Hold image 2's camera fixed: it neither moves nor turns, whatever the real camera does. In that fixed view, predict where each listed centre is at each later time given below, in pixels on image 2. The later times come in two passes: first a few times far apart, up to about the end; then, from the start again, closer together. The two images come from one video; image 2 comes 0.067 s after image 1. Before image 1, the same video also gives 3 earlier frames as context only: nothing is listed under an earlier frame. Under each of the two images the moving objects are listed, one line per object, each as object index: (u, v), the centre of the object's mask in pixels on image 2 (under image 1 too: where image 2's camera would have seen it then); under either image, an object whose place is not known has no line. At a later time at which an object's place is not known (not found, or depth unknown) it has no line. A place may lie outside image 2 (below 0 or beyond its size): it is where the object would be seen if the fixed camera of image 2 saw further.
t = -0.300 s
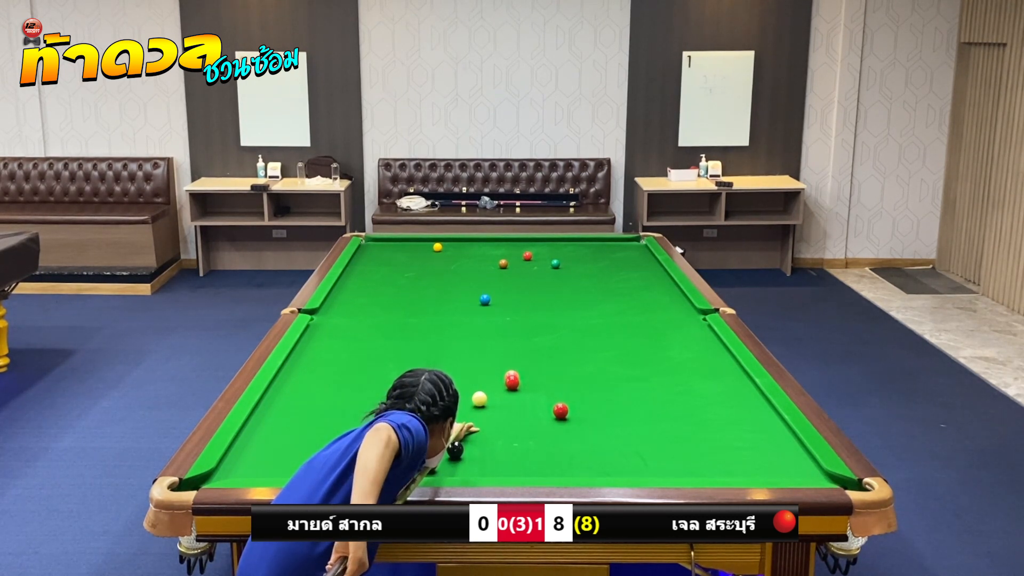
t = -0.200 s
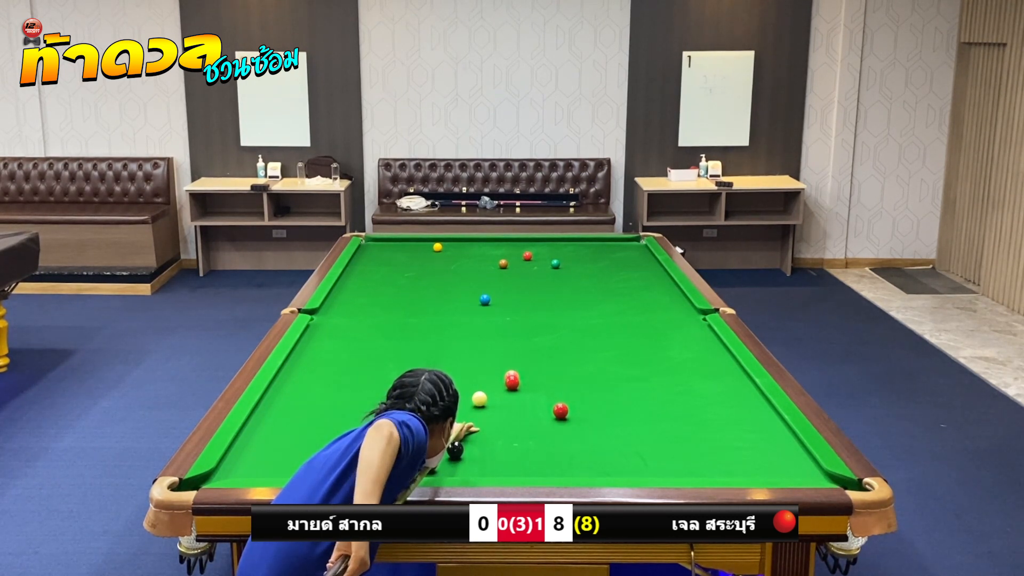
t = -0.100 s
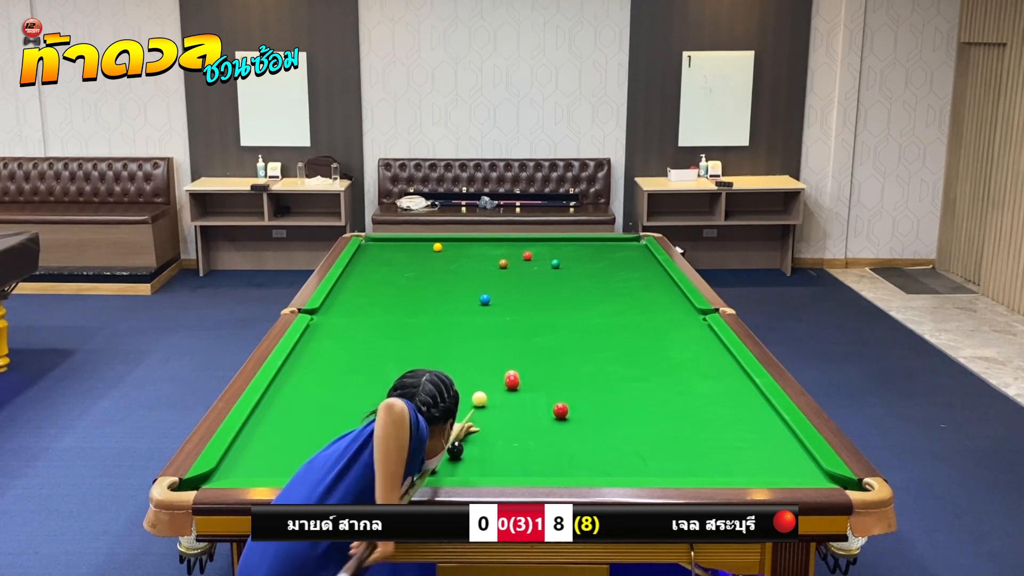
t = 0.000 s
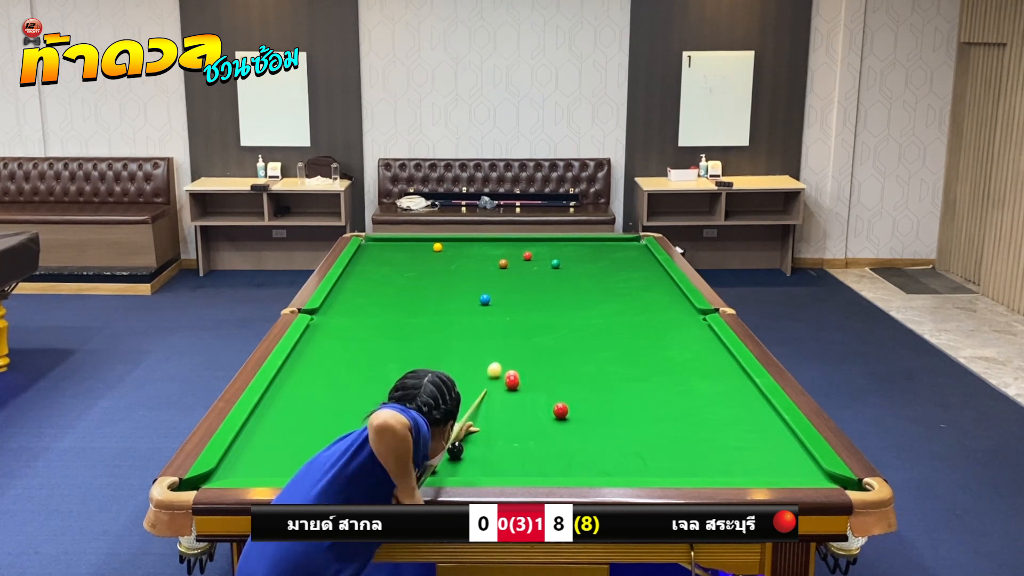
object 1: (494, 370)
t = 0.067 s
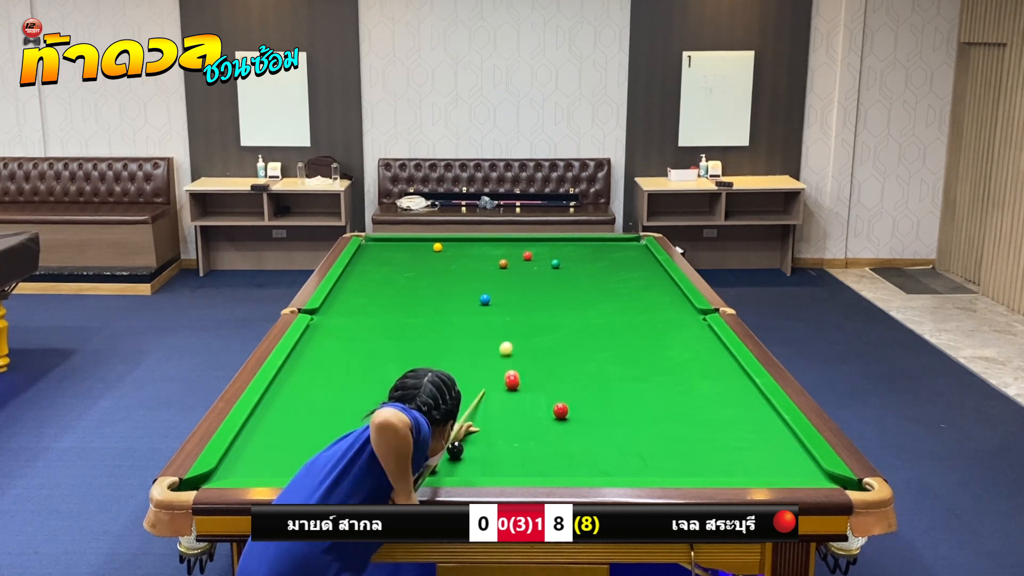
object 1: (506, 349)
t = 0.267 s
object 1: (531, 301)
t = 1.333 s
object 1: (447, 250)
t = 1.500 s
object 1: (436, 249)
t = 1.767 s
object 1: (421, 249)
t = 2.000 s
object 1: (409, 249)
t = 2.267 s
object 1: (396, 250)
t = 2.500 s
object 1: (386, 250)
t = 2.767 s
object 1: (375, 250)
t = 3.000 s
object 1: (367, 250)
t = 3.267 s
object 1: (360, 250)
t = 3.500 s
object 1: (364, 251)
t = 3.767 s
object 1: (367, 251)
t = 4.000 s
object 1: (370, 251)
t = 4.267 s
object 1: (372, 252)
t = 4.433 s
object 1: (372, 252)
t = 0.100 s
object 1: (511, 339)
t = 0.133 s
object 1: (516, 330)
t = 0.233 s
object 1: (528, 308)
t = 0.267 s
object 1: (531, 301)
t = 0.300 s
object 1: (535, 295)
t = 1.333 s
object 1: (447, 250)
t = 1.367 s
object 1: (444, 249)
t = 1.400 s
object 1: (441, 249)
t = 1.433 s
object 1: (440, 249)
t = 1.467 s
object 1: (438, 249)
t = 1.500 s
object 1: (436, 249)
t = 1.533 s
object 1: (434, 249)
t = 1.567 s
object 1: (433, 249)
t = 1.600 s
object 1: (430, 249)
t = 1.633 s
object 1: (429, 249)
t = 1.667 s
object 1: (427, 249)
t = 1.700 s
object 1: (425, 249)
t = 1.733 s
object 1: (423, 249)
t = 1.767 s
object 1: (421, 249)
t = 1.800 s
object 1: (419, 249)
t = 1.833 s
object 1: (418, 249)
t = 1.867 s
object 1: (416, 249)
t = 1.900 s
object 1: (414, 249)
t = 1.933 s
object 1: (413, 249)
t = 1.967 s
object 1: (411, 249)
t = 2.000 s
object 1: (409, 249)
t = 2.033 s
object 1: (408, 249)
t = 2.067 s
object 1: (406, 249)
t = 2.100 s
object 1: (404, 249)
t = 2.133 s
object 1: (403, 249)
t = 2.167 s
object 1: (401, 249)
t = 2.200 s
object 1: (400, 250)
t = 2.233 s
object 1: (398, 249)
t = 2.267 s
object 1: (396, 250)
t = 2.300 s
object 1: (395, 250)
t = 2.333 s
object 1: (393, 250)
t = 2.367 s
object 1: (392, 250)
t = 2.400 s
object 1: (390, 250)
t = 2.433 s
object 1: (389, 250)
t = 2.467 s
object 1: (387, 250)
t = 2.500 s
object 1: (386, 250)
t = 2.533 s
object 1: (385, 250)
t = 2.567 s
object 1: (383, 250)
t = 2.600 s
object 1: (382, 250)
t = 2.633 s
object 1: (381, 250)
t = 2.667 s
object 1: (379, 250)
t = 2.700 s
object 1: (378, 250)
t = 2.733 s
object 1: (376, 250)
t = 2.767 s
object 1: (375, 250)
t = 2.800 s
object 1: (374, 250)
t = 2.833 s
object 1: (373, 250)
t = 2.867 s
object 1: (371, 250)
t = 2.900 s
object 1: (371, 250)
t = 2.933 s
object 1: (369, 250)
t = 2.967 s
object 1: (368, 250)
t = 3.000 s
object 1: (367, 250)
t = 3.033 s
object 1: (366, 250)
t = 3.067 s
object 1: (365, 250)
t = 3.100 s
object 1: (363, 250)
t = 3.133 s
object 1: (362, 250)
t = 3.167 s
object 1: (361, 250)
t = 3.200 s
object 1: (360, 250)
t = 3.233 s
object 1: (360, 250)
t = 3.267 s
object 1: (360, 250)
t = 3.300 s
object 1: (361, 250)
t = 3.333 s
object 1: (361, 250)
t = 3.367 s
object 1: (362, 251)
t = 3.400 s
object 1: (362, 251)
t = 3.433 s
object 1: (363, 251)
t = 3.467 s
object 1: (363, 251)
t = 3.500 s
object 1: (364, 251)
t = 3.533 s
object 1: (364, 251)
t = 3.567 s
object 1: (365, 251)
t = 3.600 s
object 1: (365, 251)
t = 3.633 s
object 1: (366, 251)
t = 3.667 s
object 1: (366, 251)
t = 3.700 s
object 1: (366, 251)
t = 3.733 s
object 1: (367, 251)
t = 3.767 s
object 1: (367, 251)
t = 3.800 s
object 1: (368, 251)
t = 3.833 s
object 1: (368, 251)
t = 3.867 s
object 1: (369, 251)
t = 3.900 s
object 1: (369, 251)
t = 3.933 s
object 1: (369, 251)
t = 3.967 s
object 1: (370, 251)
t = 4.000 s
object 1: (370, 251)
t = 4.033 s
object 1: (371, 251)
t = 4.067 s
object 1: (371, 251)
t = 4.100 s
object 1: (371, 251)
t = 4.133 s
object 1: (371, 251)
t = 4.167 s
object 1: (372, 251)
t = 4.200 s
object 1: (372, 251)
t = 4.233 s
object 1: (372, 251)
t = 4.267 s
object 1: (372, 252)
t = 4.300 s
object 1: (372, 252)
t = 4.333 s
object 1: (372, 252)
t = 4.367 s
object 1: (372, 252)
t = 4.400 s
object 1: (372, 252)
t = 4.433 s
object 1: (372, 252)
